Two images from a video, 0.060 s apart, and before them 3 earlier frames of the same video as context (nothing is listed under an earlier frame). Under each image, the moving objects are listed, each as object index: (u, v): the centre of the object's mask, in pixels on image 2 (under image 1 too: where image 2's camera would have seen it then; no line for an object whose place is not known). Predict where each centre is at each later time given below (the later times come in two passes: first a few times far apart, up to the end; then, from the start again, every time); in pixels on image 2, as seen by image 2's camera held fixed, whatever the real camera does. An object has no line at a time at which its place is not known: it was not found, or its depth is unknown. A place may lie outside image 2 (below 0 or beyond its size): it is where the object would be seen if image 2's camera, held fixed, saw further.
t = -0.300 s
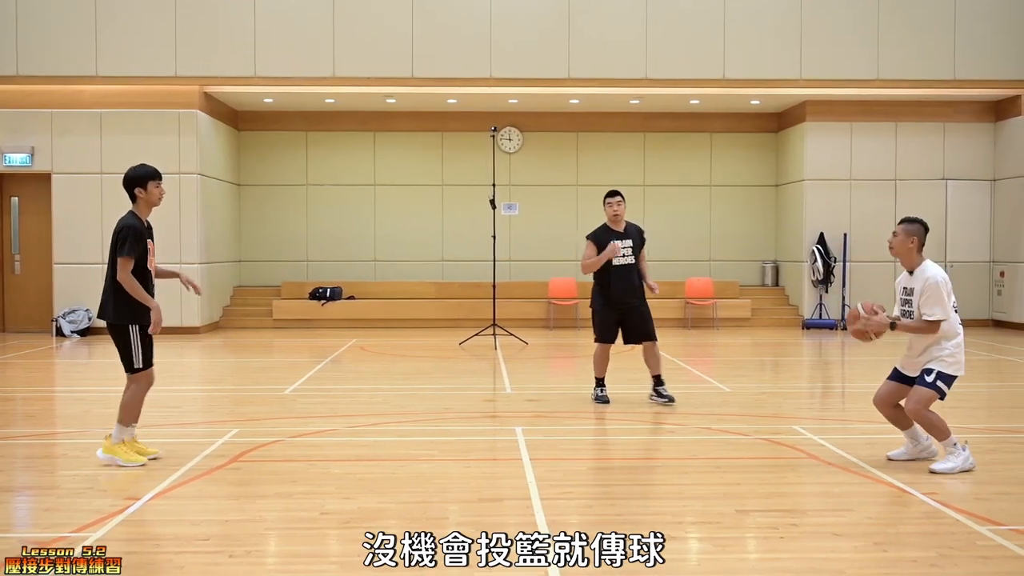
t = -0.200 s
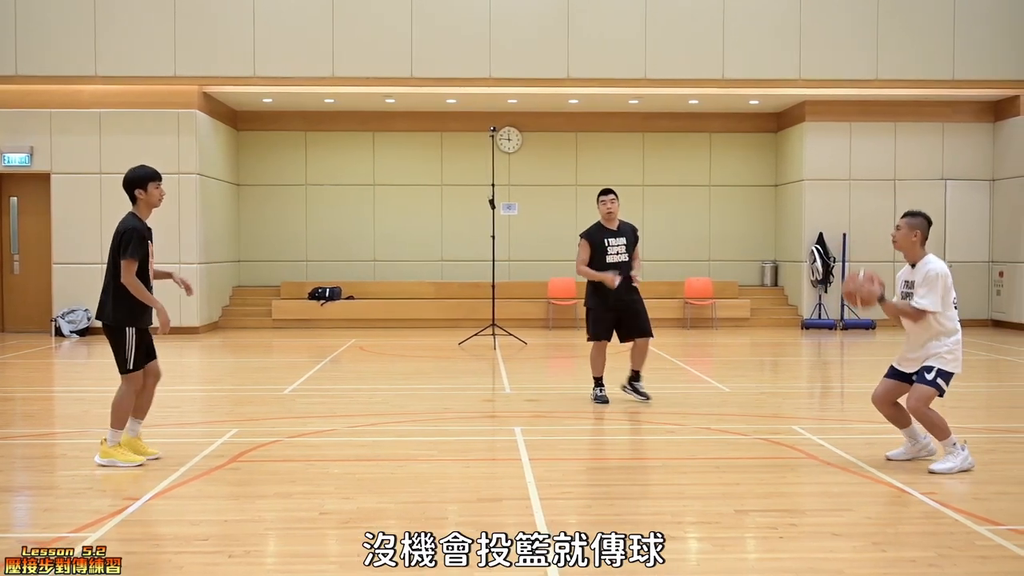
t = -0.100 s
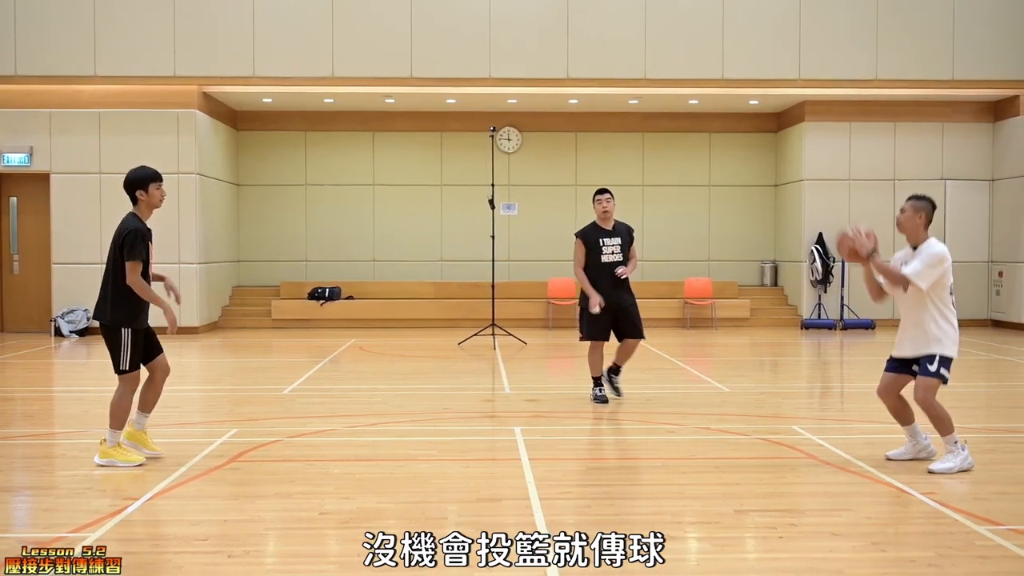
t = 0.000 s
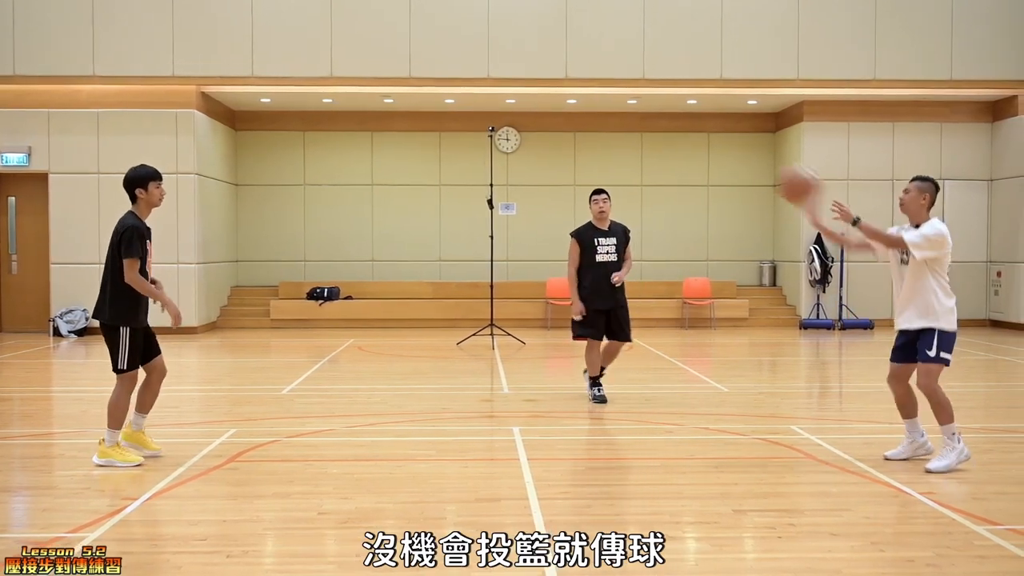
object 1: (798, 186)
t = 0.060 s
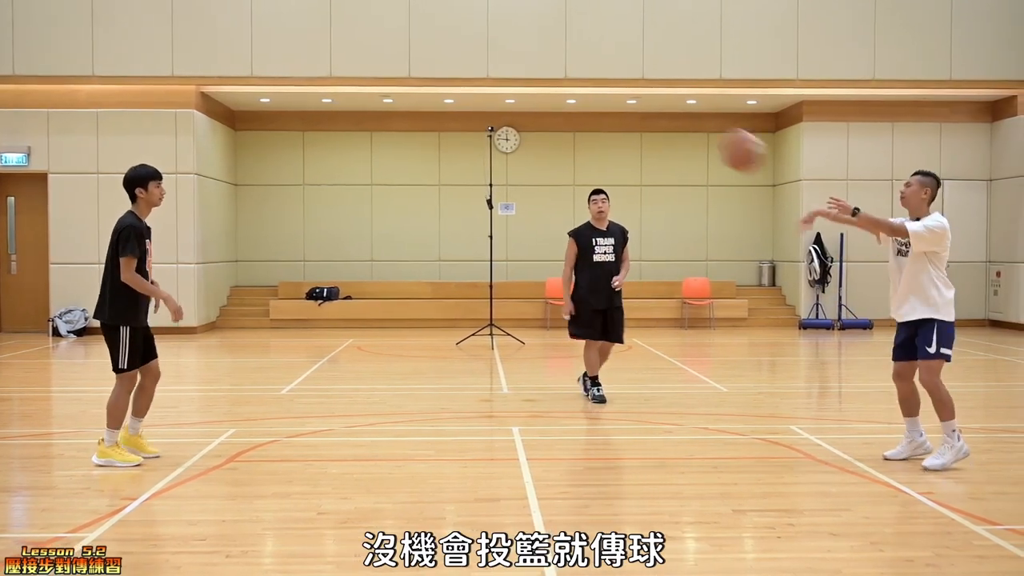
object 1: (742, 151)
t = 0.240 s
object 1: (573, 83)
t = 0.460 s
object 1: (367, 75)
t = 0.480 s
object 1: (349, 76)
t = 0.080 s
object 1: (723, 141)
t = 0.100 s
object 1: (704, 131)
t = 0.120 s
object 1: (688, 124)
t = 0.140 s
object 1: (667, 116)
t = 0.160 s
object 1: (648, 108)
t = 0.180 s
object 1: (631, 100)
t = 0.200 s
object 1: (610, 94)
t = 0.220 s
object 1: (593, 89)
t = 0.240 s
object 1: (573, 83)
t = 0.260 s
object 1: (555, 79)
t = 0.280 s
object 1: (537, 76)
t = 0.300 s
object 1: (519, 74)
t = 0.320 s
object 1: (500, 72)
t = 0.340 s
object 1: (480, 70)
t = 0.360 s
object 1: (461, 69)
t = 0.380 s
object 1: (443, 70)
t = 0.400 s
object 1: (423, 69)
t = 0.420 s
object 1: (406, 70)
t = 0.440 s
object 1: (387, 72)
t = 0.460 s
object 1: (367, 75)
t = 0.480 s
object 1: (349, 76)
